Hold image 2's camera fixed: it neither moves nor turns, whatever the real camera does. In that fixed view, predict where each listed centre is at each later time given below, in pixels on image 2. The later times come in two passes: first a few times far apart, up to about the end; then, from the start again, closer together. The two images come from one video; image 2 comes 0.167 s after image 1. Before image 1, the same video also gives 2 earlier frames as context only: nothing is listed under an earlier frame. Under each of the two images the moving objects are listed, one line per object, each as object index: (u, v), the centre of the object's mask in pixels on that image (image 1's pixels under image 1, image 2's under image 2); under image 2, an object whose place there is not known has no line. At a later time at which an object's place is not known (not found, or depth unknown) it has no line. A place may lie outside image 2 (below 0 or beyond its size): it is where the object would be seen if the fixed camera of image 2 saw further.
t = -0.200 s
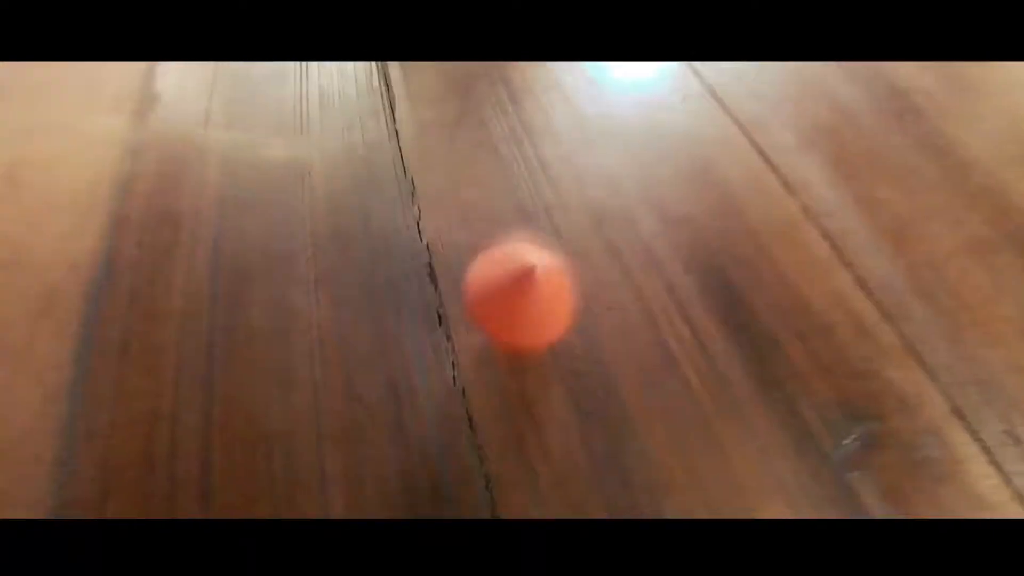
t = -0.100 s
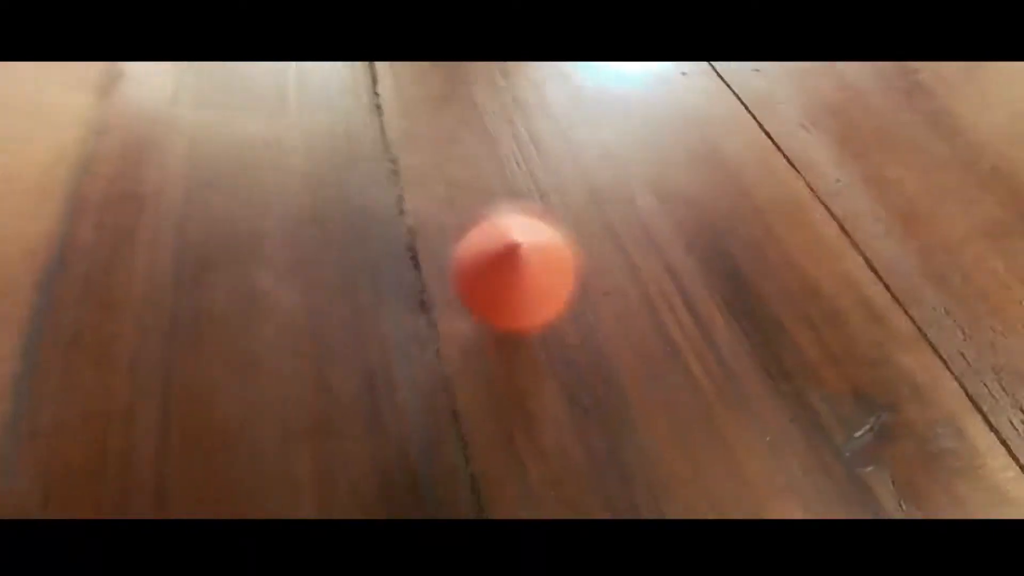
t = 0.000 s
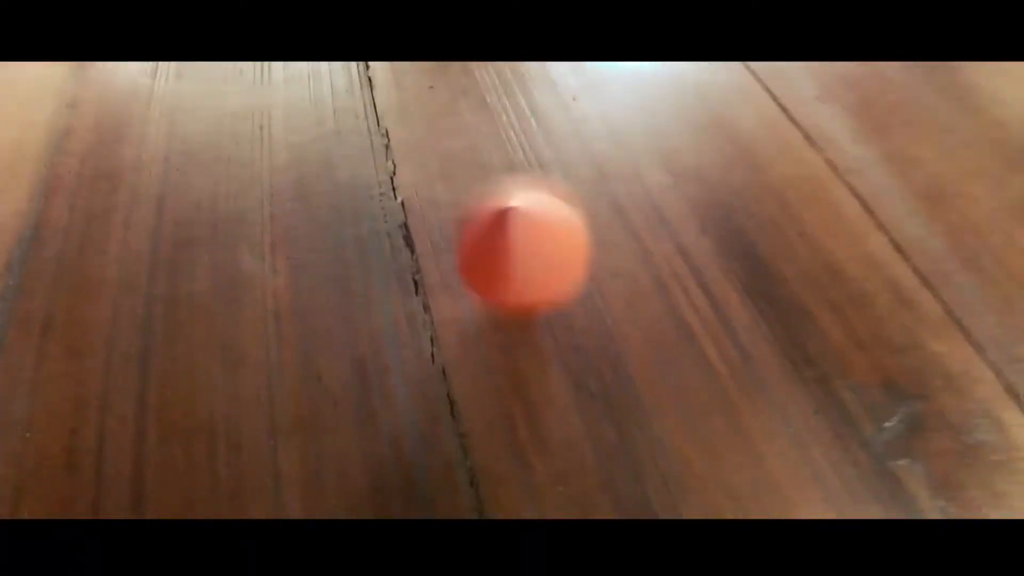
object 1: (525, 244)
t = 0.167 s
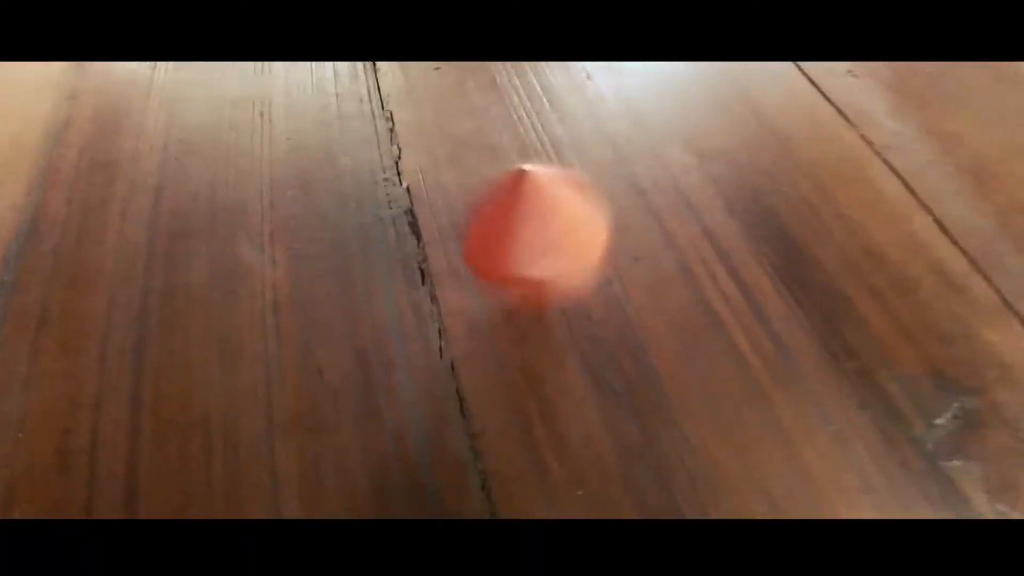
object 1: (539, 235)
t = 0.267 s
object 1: (534, 236)
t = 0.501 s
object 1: (519, 225)
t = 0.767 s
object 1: (521, 222)
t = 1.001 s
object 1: (509, 217)
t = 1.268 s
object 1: (508, 220)
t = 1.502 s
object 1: (505, 220)
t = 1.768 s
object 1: (496, 225)
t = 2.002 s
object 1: (489, 218)
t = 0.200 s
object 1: (538, 234)
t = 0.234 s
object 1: (537, 237)
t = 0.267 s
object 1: (534, 236)
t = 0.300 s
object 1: (530, 237)
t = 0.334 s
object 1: (526, 236)
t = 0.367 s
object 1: (522, 233)
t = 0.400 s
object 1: (522, 232)
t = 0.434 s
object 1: (520, 230)
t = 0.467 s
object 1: (518, 227)
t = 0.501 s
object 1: (519, 225)
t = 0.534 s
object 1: (518, 225)
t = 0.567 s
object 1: (520, 223)
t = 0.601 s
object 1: (520, 220)
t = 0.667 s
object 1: (521, 223)
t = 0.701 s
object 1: (522, 222)
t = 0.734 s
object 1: (520, 222)
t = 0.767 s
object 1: (521, 222)
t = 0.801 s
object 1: (521, 220)
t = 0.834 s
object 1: (522, 216)
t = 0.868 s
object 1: (520, 217)
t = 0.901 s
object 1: (516, 218)
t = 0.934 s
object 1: (513, 218)
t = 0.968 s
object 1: (510, 217)
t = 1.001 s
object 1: (509, 217)
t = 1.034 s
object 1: (508, 218)
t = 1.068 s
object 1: (508, 219)
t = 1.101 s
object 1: (506, 220)
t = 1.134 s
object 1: (506, 220)
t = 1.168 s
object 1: (505, 221)
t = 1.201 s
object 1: (506, 222)
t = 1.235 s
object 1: (507, 221)
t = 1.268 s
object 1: (508, 220)
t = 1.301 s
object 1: (509, 220)
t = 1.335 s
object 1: (509, 220)
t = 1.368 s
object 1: (510, 220)
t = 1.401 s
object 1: (509, 220)
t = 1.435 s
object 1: (507, 221)
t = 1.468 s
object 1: (507, 220)
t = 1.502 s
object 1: (505, 220)
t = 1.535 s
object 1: (503, 220)
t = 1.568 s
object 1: (503, 220)
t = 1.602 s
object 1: (502, 221)
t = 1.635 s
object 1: (503, 221)
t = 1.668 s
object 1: (501, 223)
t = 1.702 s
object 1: (501, 225)
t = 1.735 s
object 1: (500, 225)
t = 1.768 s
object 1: (496, 225)
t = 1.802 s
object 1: (491, 223)
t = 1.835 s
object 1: (484, 222)
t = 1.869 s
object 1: (483, 220)
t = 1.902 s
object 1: (483, 217)
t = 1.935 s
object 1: (487, 215)
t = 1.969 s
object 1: (489, 216)
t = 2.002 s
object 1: (489, 218)
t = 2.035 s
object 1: (485, 220)
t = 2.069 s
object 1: (482, 222)
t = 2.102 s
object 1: (481, 222)
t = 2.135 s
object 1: (480, 220)
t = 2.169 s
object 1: (481, 220)
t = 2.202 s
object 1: (480, 220)
